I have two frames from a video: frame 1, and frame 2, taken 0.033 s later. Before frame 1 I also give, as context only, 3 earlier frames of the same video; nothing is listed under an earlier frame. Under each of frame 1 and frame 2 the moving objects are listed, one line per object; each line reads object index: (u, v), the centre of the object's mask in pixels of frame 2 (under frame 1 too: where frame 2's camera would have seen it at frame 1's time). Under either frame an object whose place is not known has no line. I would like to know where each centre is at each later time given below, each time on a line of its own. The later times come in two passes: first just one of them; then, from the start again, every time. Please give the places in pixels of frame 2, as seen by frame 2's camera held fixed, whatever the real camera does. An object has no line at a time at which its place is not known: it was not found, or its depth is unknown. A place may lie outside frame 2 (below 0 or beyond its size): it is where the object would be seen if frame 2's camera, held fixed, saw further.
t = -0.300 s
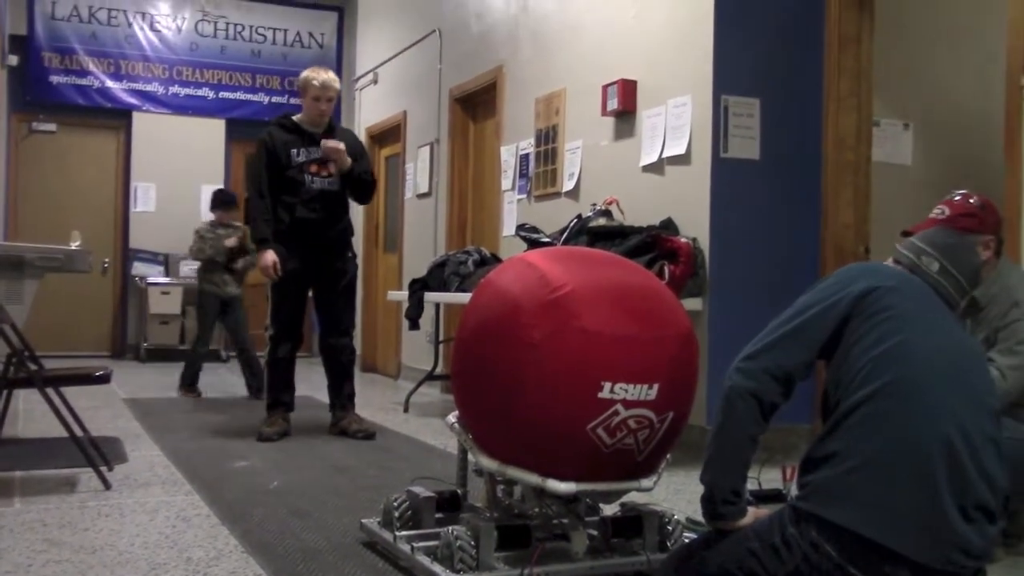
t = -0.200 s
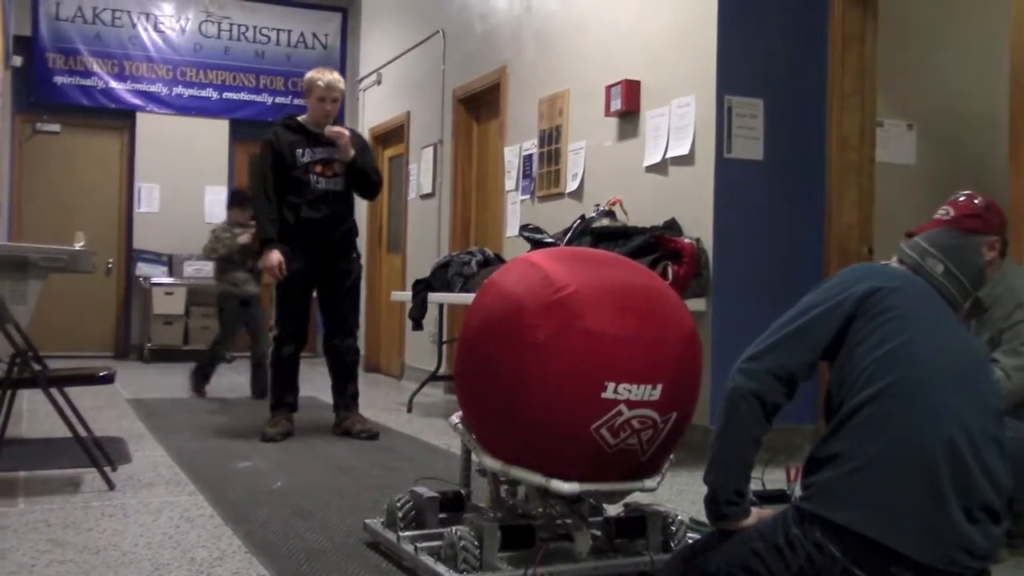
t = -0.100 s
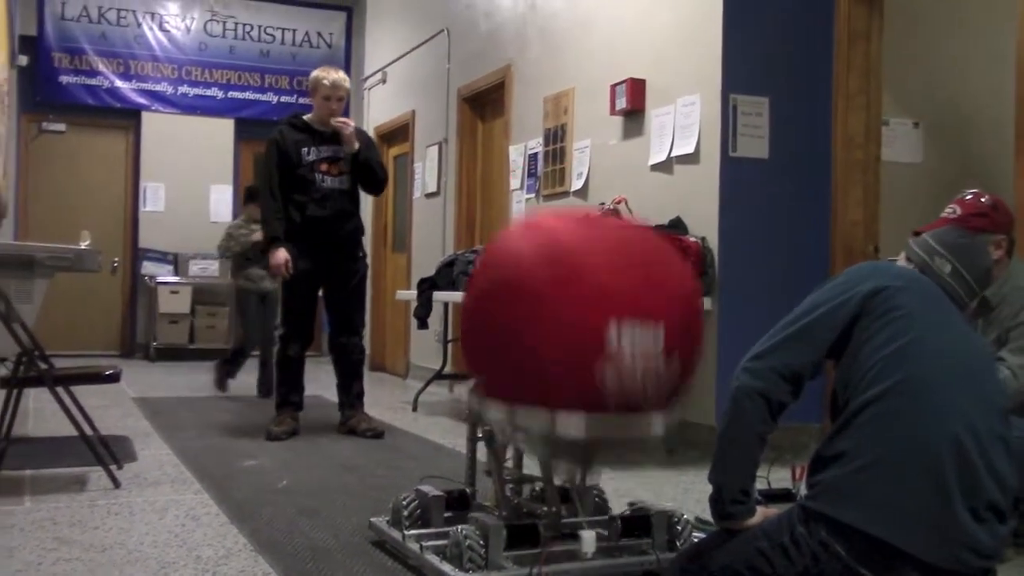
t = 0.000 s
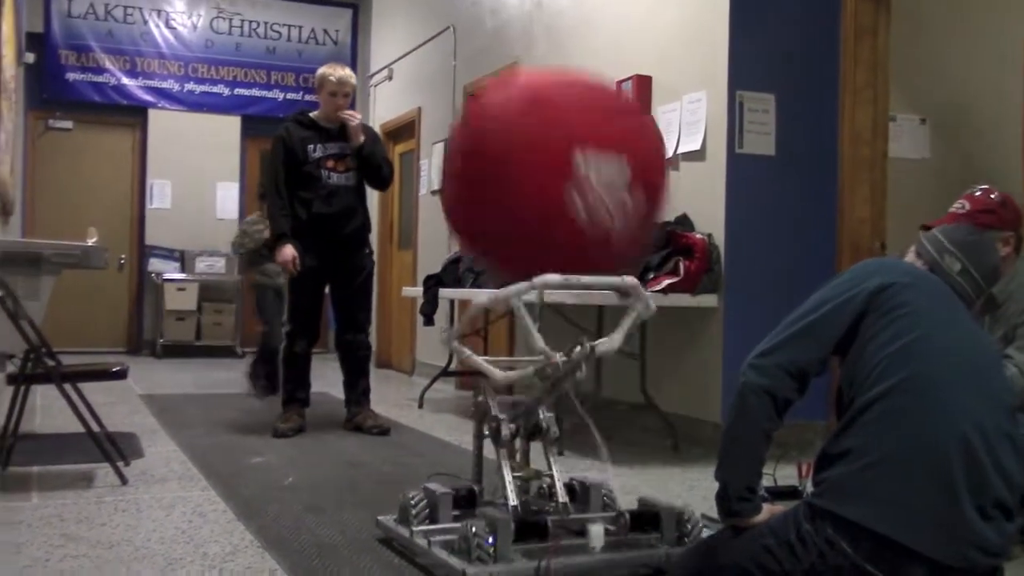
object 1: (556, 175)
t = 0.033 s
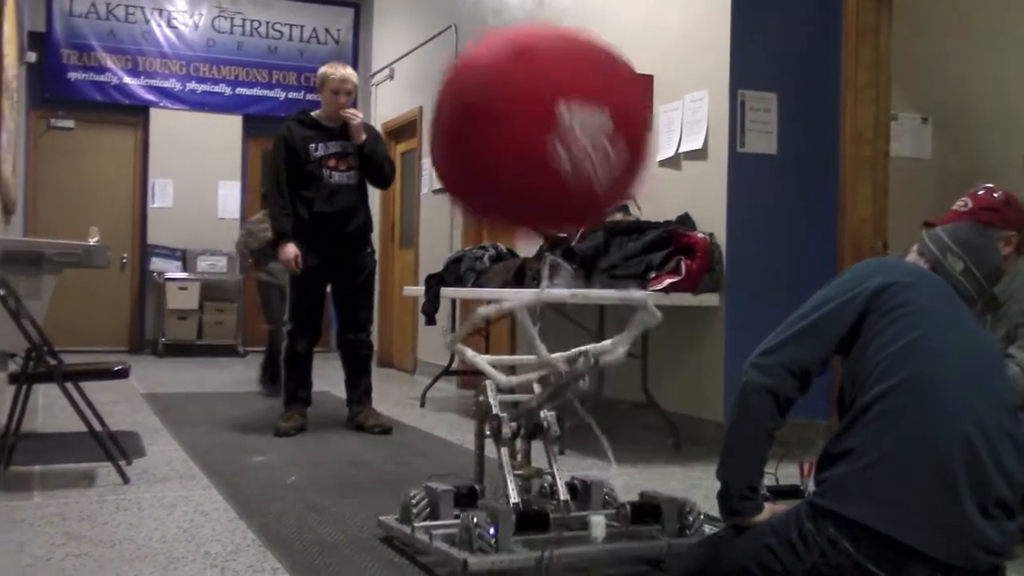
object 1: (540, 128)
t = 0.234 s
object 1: (462, 27)
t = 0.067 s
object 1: (525, 92)
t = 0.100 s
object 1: (511, 71)
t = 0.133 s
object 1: (498, 56)
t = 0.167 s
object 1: (485, 45)
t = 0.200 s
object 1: (473, 35)
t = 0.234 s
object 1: (462, 27)
